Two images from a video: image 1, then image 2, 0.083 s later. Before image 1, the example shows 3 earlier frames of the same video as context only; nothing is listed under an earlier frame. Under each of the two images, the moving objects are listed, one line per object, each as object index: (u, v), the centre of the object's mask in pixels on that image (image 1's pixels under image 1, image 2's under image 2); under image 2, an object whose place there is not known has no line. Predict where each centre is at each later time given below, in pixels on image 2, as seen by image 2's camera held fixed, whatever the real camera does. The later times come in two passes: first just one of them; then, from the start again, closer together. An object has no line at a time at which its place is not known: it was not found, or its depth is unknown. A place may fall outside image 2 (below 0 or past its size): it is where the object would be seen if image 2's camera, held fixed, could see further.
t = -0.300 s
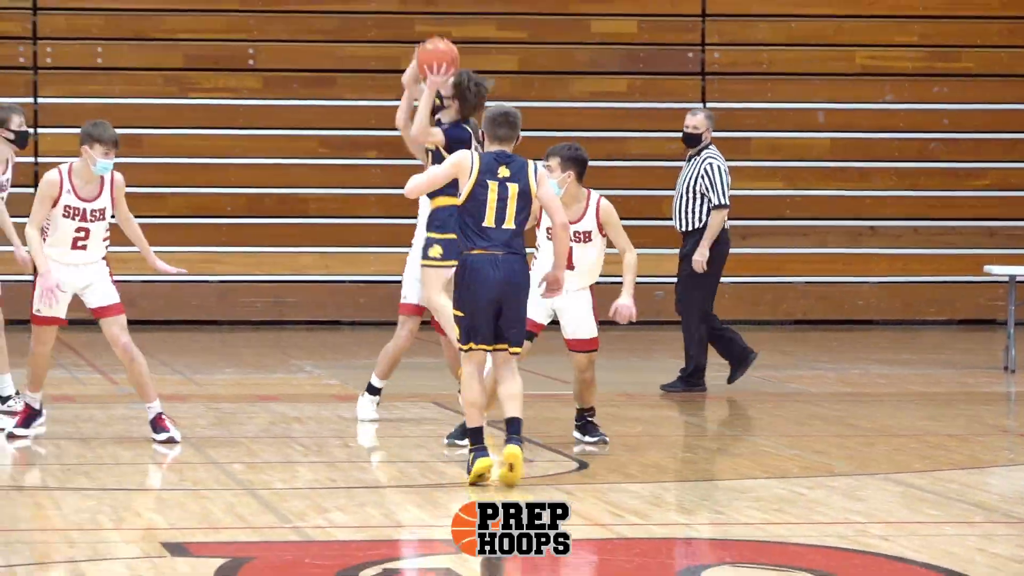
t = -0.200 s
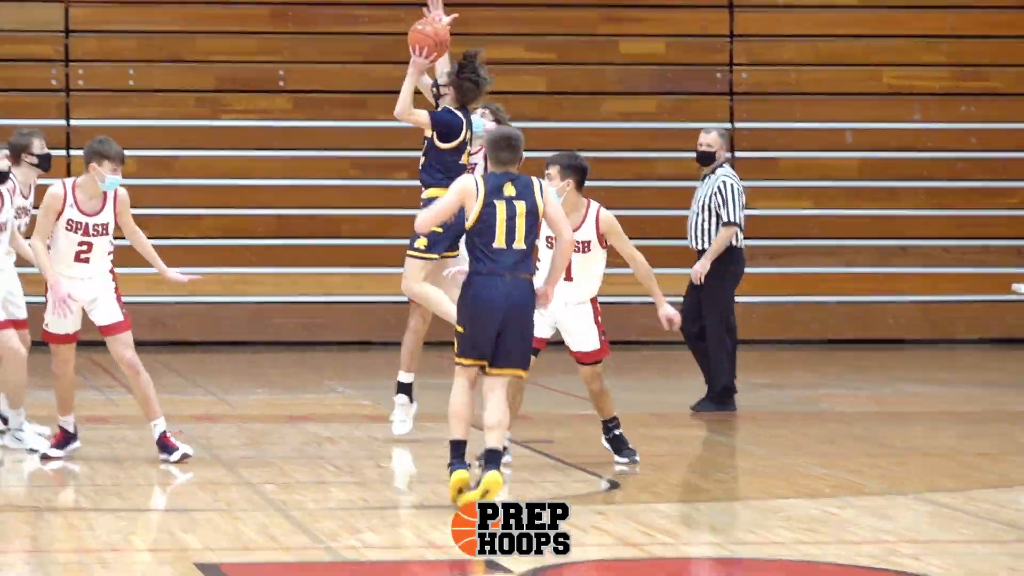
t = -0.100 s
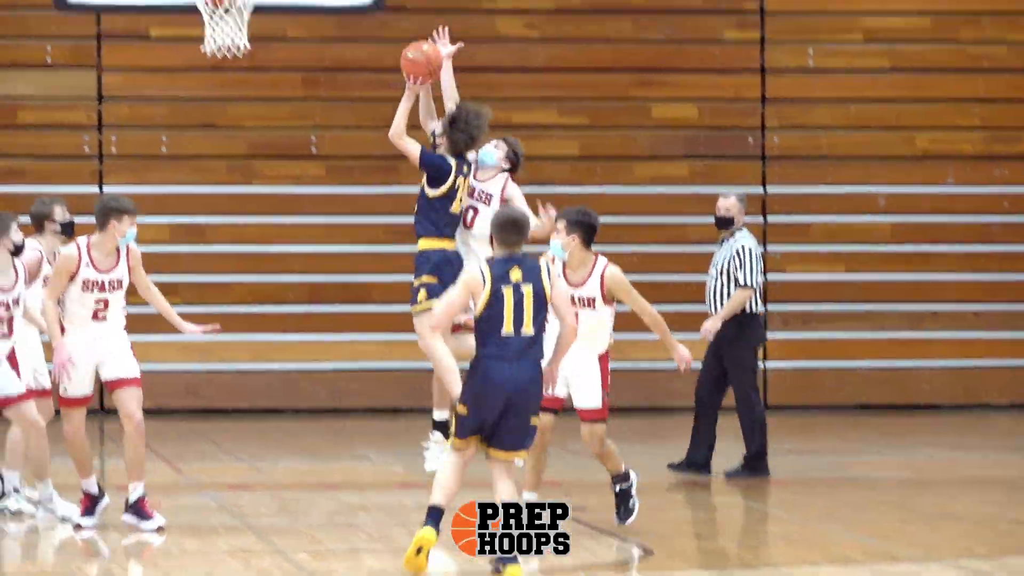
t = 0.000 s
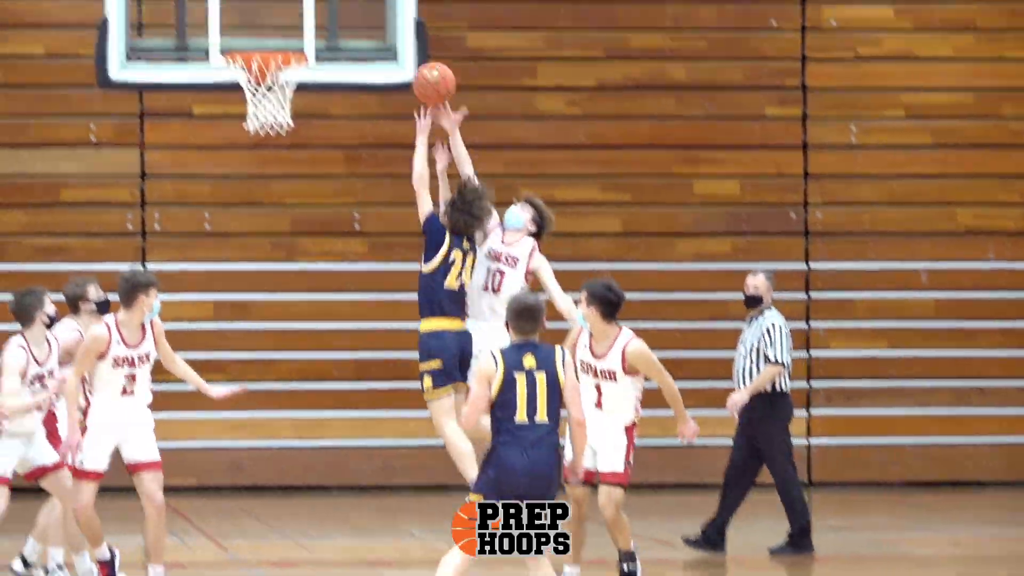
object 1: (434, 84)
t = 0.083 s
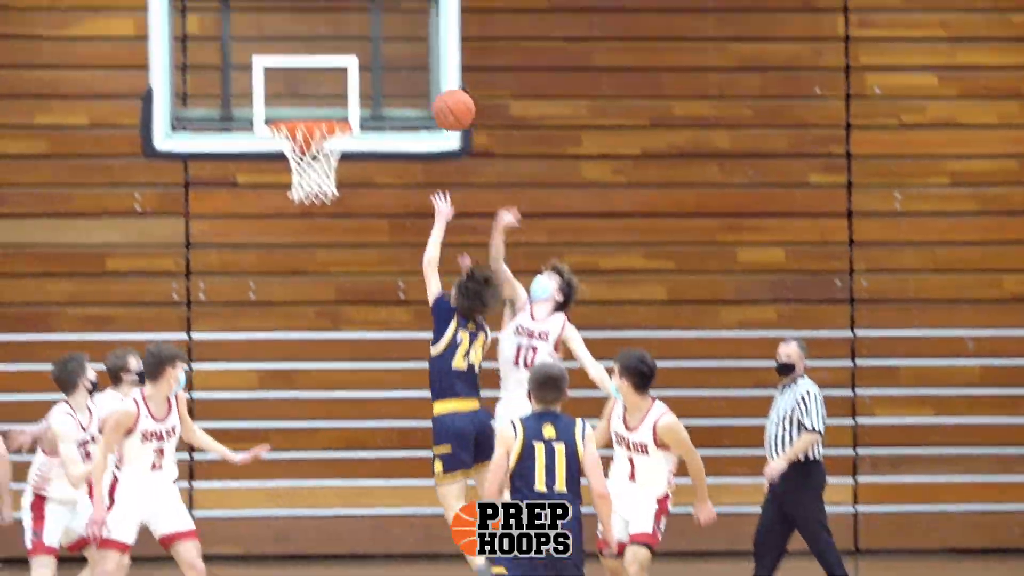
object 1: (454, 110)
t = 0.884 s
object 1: (298, 196)
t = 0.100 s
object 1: (448, 103)
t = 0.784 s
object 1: (286, 172)
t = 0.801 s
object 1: (288, 173)
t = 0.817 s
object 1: (290, 176)
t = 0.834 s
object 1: (292, 178)
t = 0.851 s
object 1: (294, 182)
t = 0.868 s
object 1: (295, 186)
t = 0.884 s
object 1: (298, 196)
